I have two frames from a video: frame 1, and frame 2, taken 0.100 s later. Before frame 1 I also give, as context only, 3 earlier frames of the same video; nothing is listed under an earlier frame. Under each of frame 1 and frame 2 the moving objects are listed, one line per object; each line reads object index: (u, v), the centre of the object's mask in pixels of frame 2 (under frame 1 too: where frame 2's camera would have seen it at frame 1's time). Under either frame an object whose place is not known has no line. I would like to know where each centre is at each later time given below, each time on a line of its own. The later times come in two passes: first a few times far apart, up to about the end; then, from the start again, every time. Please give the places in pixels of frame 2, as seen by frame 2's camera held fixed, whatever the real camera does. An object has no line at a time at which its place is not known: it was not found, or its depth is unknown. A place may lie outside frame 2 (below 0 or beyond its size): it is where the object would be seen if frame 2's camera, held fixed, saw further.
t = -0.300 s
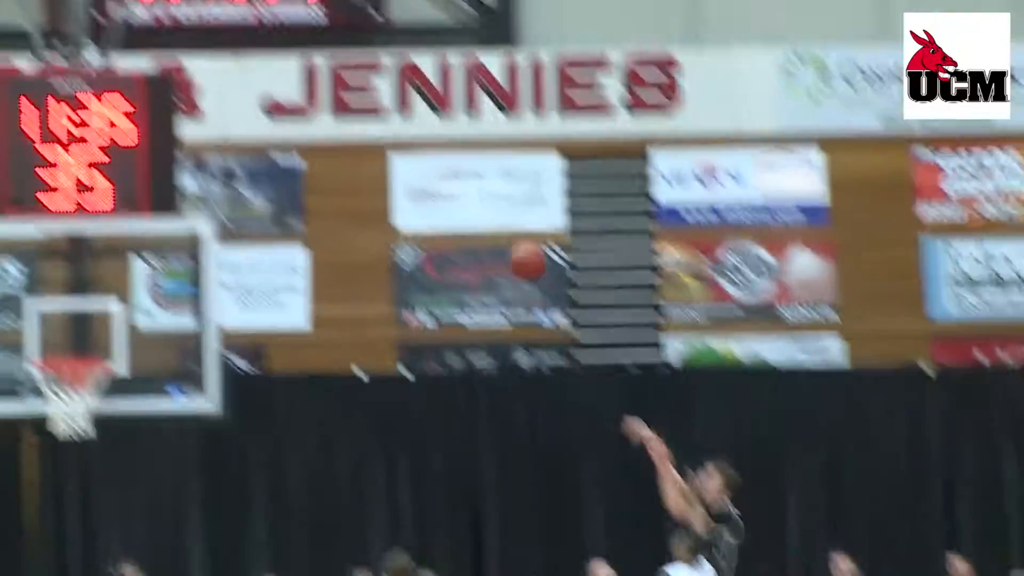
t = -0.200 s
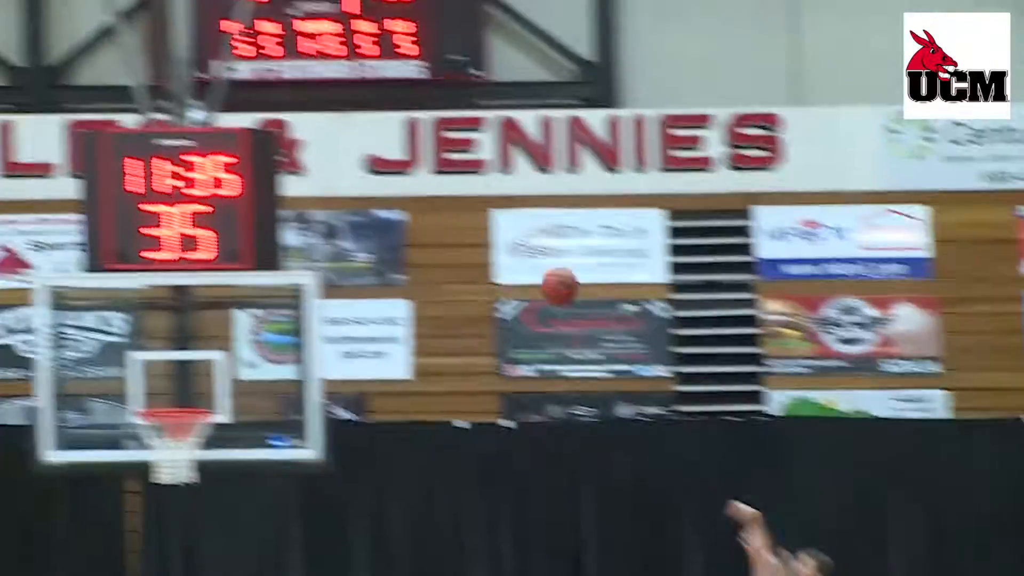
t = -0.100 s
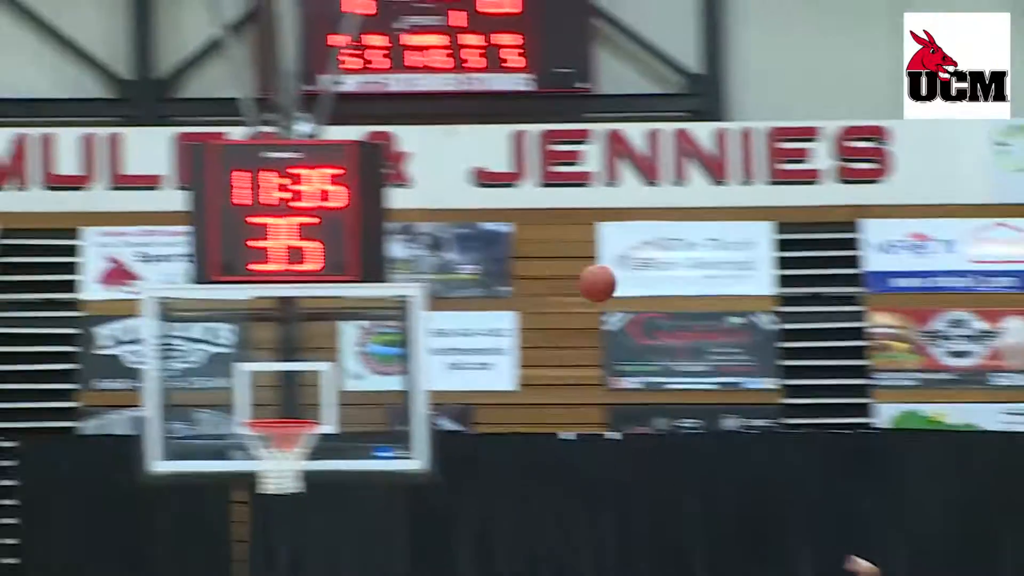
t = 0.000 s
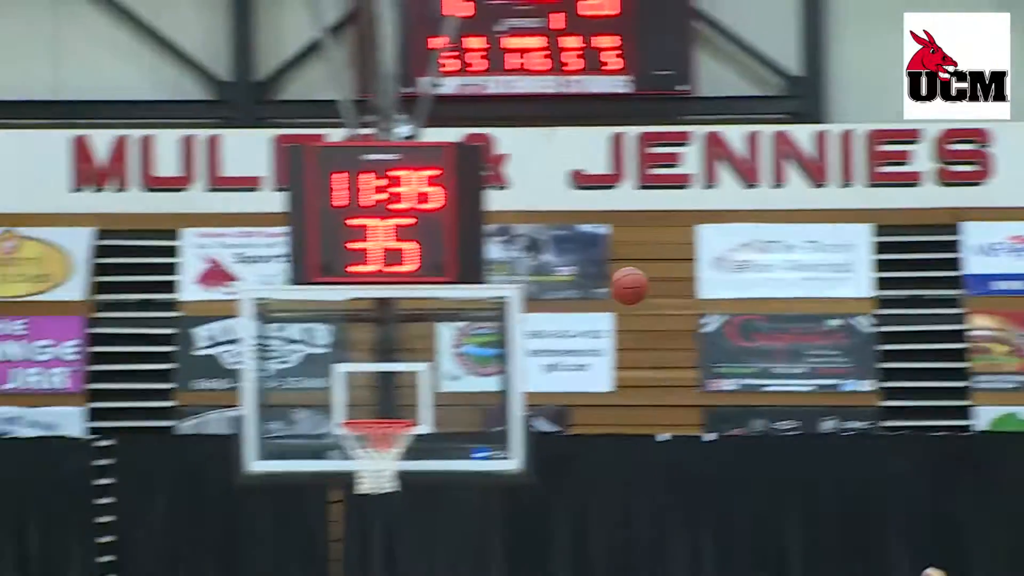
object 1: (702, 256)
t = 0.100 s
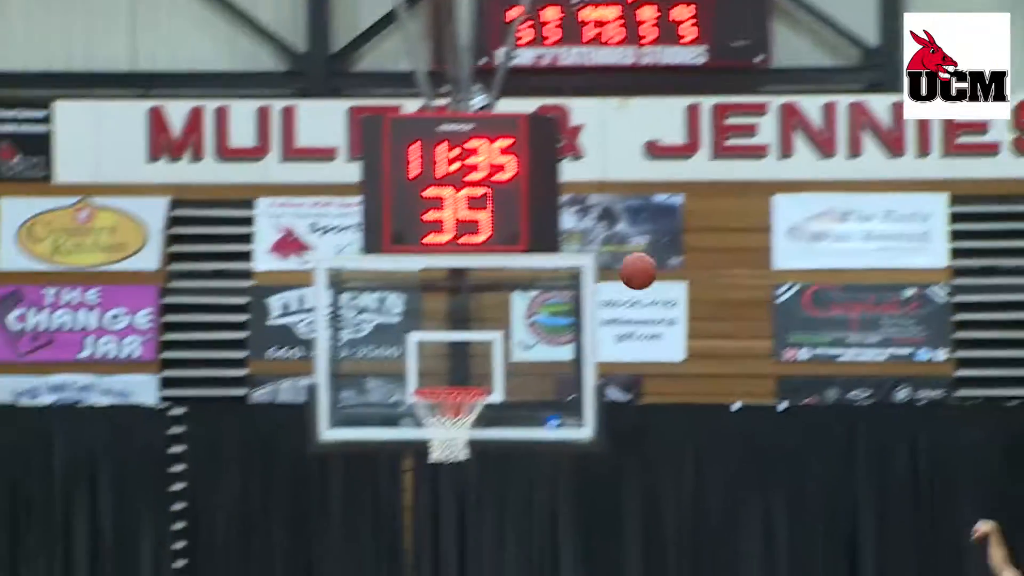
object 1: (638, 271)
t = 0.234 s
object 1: (552, 314)
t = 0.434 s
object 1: (452, 358)
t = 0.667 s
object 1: (367, 357)
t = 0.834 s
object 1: (308, 408)
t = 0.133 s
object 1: (616, 279)
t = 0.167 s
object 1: (596, 290)
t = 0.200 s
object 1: (574, 301)
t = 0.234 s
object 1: (552, 314)
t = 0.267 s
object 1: (533, 330)
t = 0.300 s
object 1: (512, 348)
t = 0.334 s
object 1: (488, 366)
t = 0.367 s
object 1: (473, 371)
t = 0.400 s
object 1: (463, 364)
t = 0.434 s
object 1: (452, 358)
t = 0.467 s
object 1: (440, 353)
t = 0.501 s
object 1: (428, 349)
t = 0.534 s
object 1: (415, 347)
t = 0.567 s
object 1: (403, 347)
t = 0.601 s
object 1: (391, 348)
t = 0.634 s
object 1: (380, 352)
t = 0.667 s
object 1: (367, 357)
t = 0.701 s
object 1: (356, 364)
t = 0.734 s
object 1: (345, 373)
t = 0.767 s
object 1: (332, 382)
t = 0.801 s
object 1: (320, 394)
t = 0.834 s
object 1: (308, 408)
